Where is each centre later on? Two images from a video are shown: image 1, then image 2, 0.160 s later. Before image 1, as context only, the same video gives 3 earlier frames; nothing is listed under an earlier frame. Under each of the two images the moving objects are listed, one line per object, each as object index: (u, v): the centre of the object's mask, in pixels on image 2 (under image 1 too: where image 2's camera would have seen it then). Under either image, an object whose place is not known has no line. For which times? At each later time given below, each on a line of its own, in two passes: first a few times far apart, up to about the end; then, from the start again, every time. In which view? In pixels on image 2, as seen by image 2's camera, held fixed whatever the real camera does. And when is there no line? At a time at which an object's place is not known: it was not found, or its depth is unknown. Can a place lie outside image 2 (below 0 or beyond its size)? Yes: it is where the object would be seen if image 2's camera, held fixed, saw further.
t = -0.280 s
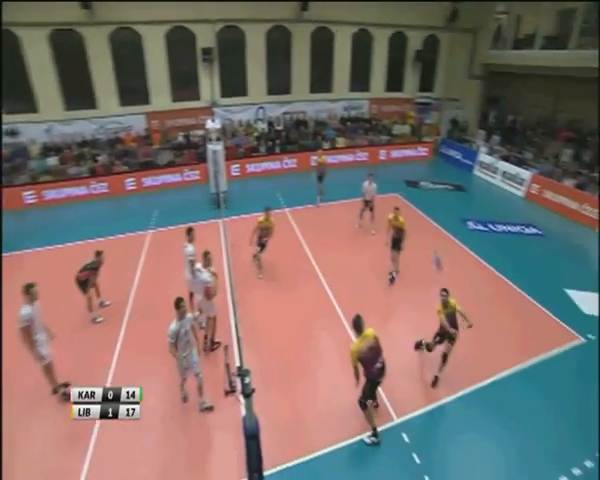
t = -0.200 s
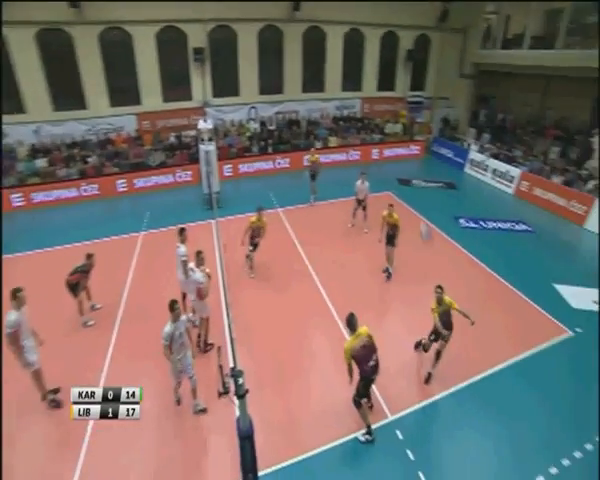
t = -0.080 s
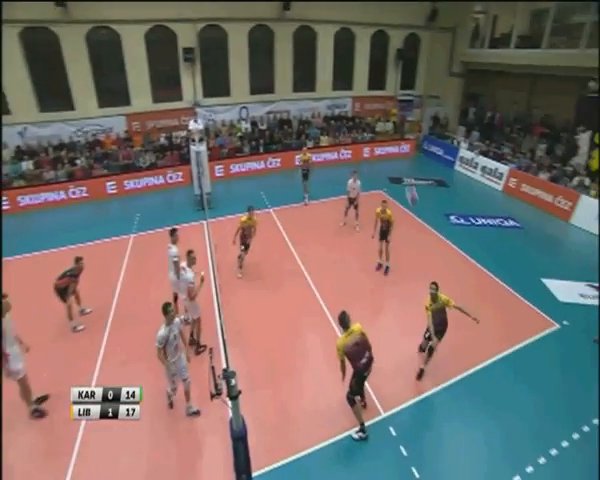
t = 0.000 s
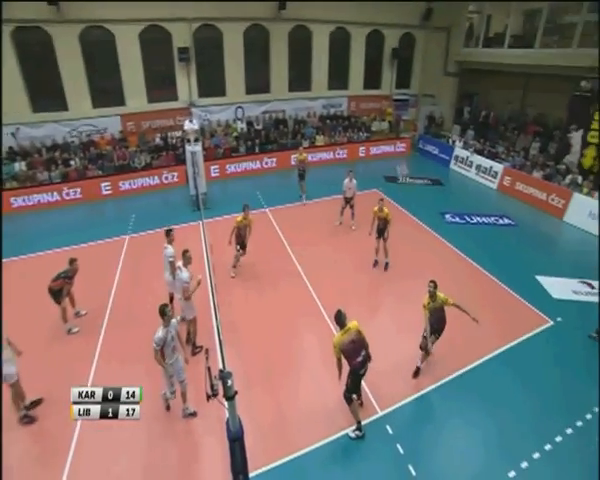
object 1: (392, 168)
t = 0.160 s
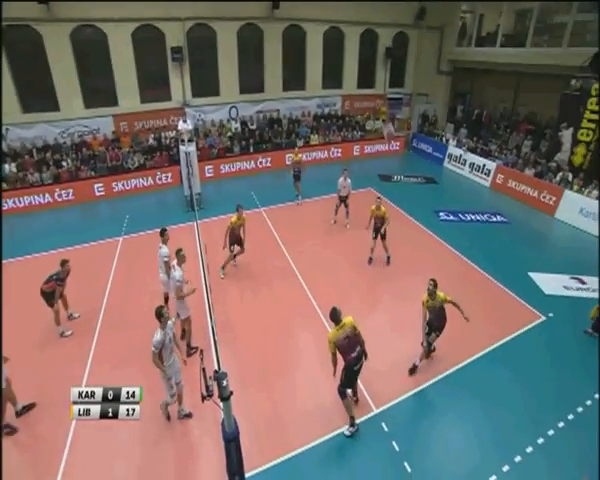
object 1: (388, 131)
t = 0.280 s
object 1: (382, 104)
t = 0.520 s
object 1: (370, 63)
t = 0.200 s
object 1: (387, 119)
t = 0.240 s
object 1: (383, 111)
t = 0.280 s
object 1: (382, 104)
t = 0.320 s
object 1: (380, 97)
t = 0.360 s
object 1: (377, 88)
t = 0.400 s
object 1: (376, 82)
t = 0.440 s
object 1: (374, 76)
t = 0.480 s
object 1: (371, 68)
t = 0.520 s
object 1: (370, 63)
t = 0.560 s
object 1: (367, 57)
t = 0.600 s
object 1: (365, 52)
